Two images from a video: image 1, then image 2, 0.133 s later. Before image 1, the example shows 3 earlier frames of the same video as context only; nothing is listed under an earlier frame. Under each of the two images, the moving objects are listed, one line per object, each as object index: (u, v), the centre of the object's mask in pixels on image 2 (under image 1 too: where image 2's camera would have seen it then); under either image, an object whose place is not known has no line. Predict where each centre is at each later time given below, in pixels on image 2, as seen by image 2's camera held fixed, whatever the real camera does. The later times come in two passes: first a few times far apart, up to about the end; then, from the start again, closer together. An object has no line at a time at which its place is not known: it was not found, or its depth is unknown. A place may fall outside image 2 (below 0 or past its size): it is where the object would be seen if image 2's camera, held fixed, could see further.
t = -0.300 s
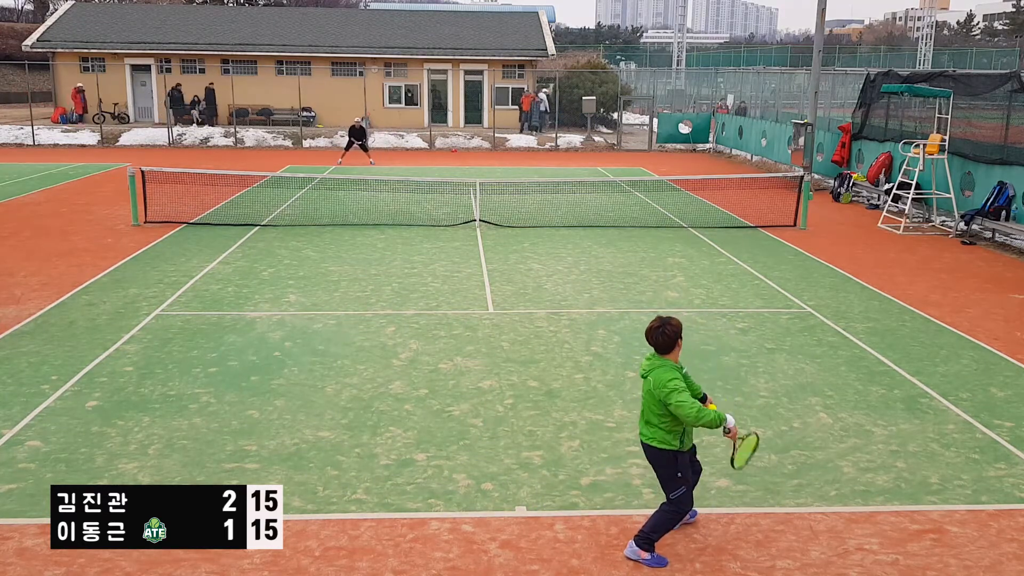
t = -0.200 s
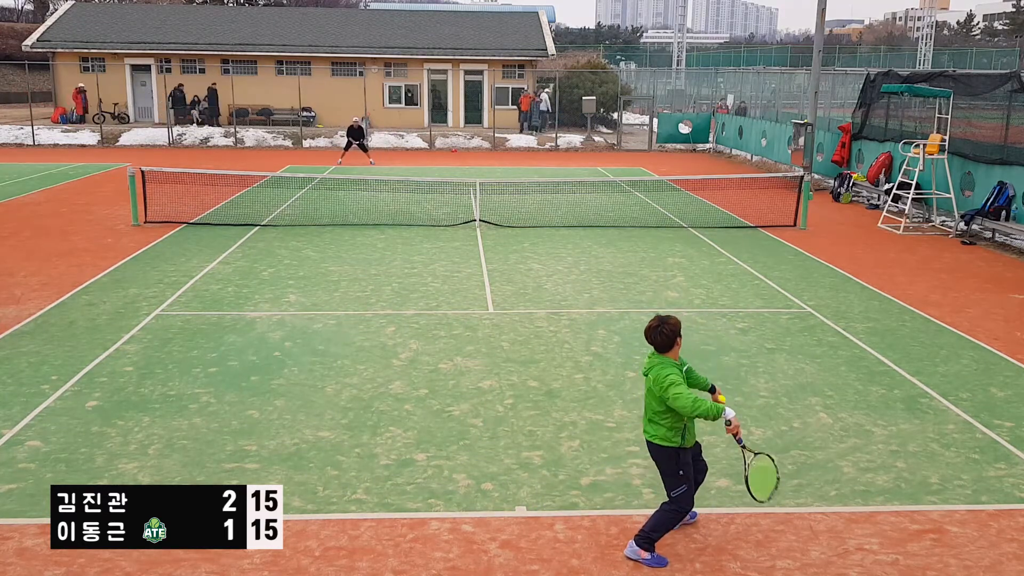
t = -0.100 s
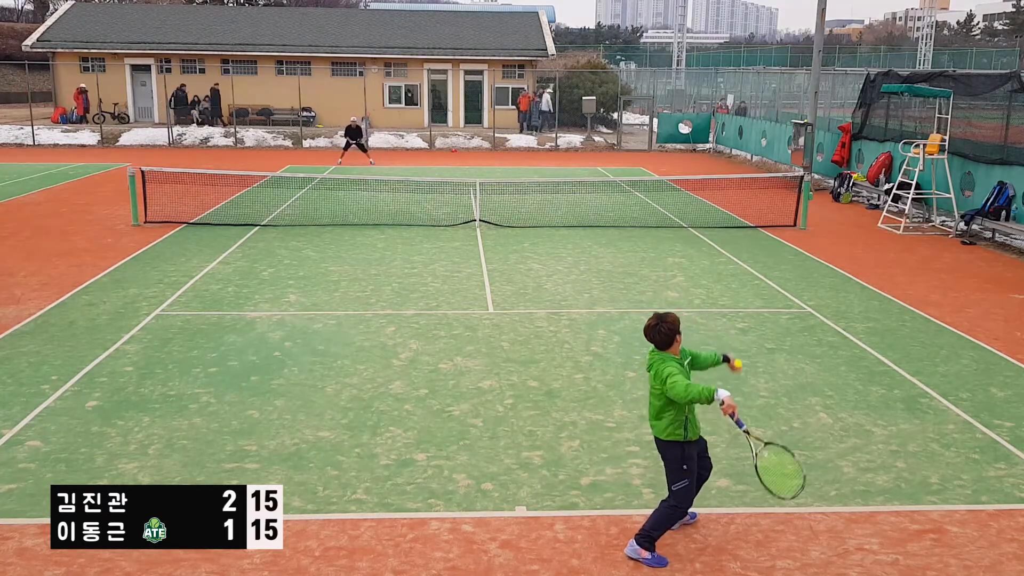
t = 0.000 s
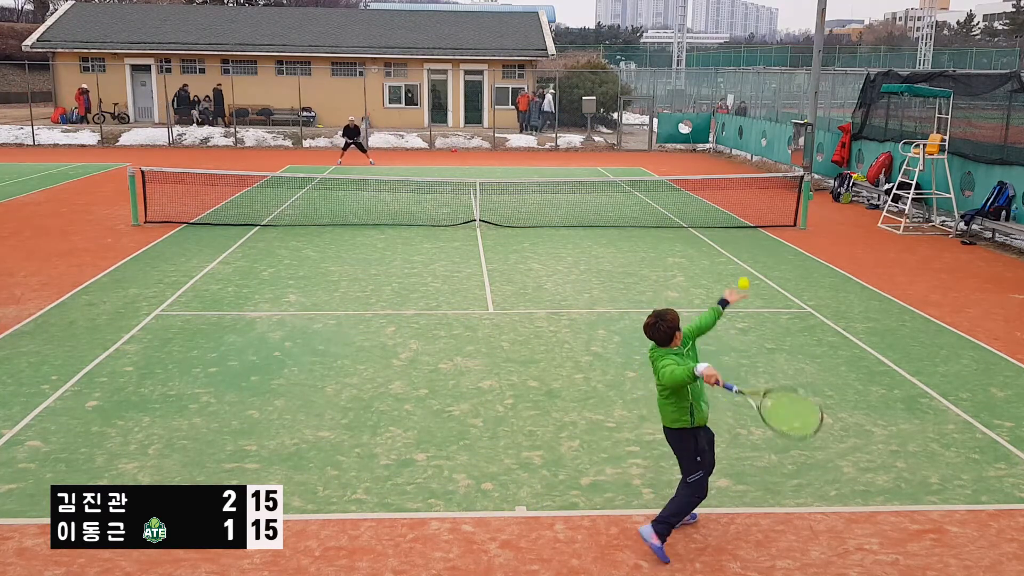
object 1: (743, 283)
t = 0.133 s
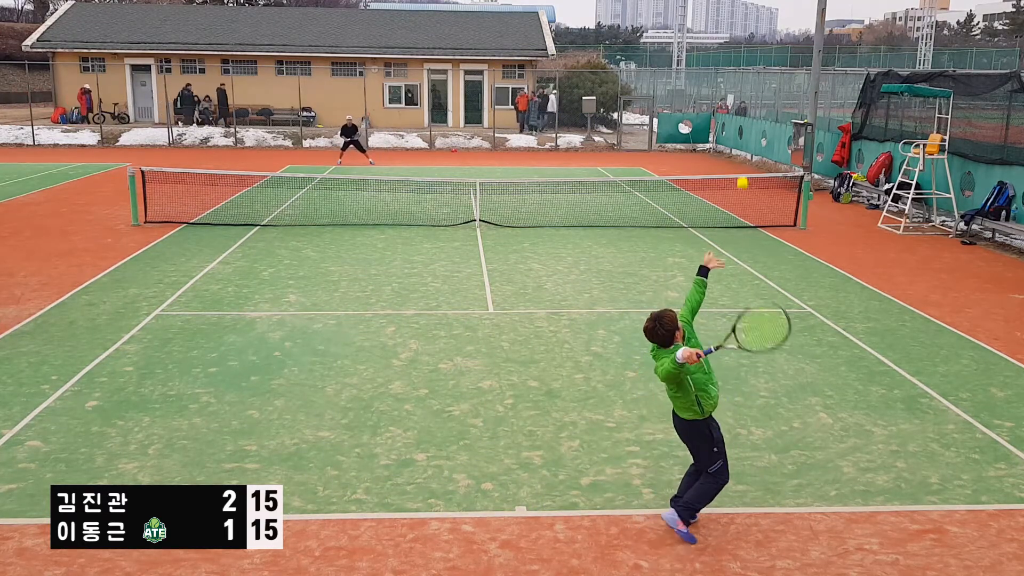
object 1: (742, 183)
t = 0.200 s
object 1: (741, 141)
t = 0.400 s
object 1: (735, 54)
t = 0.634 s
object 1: (724, 28)
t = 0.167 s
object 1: (742, 161)
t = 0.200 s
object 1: (741, 141)
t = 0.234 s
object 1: (740, 122)
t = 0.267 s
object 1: (740, 106)
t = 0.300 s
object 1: (739, 90)
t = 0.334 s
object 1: (738, 76)
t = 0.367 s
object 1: (737, 64)
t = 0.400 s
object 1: (735, 54)
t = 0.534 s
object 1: (729, 29)
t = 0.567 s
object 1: (727, 27)
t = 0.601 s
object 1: (726, 27)
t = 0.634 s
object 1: (724, 28)
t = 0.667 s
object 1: (721, 31)
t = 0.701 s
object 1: (719, 36)
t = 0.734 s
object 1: (717, 42)
